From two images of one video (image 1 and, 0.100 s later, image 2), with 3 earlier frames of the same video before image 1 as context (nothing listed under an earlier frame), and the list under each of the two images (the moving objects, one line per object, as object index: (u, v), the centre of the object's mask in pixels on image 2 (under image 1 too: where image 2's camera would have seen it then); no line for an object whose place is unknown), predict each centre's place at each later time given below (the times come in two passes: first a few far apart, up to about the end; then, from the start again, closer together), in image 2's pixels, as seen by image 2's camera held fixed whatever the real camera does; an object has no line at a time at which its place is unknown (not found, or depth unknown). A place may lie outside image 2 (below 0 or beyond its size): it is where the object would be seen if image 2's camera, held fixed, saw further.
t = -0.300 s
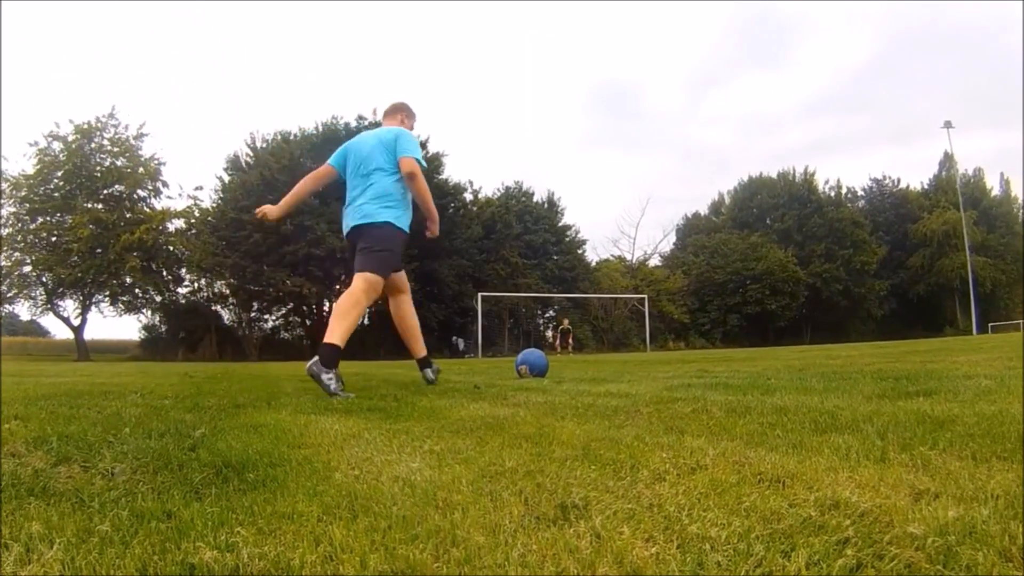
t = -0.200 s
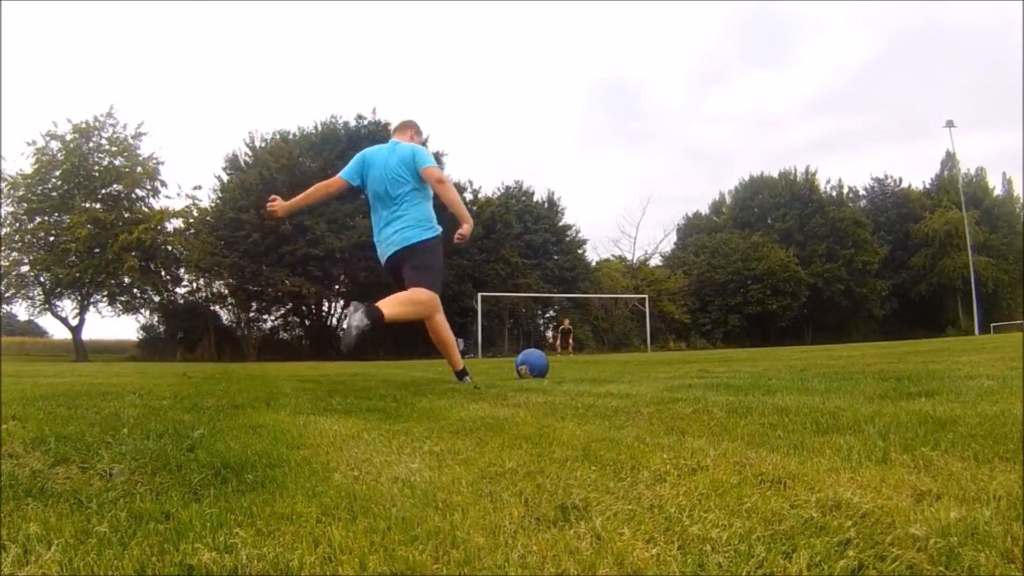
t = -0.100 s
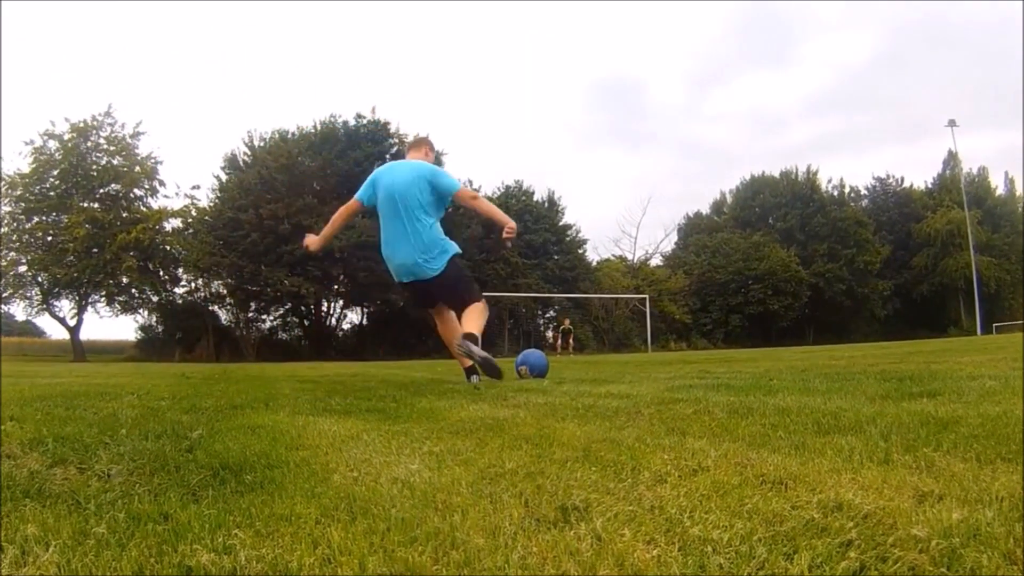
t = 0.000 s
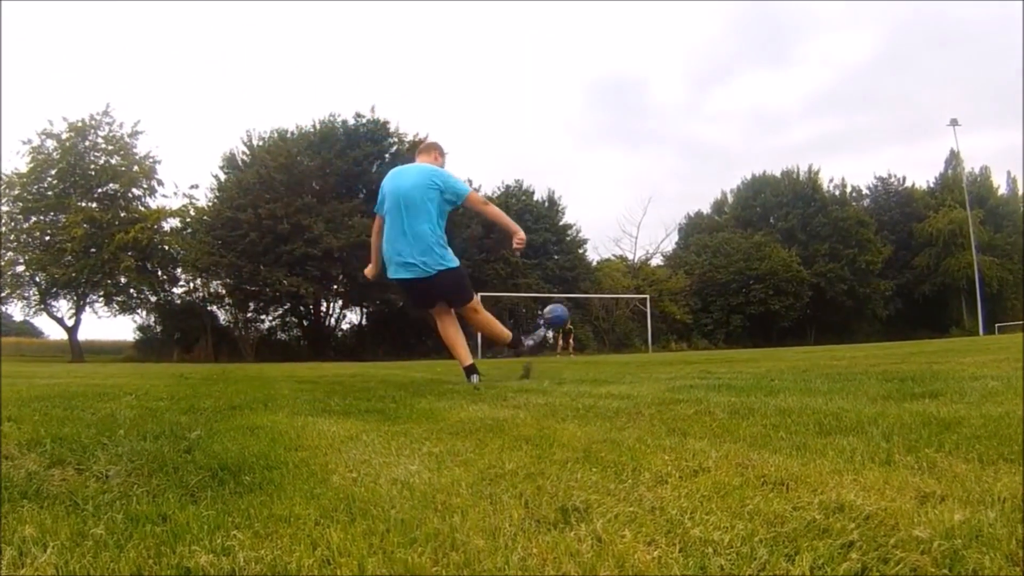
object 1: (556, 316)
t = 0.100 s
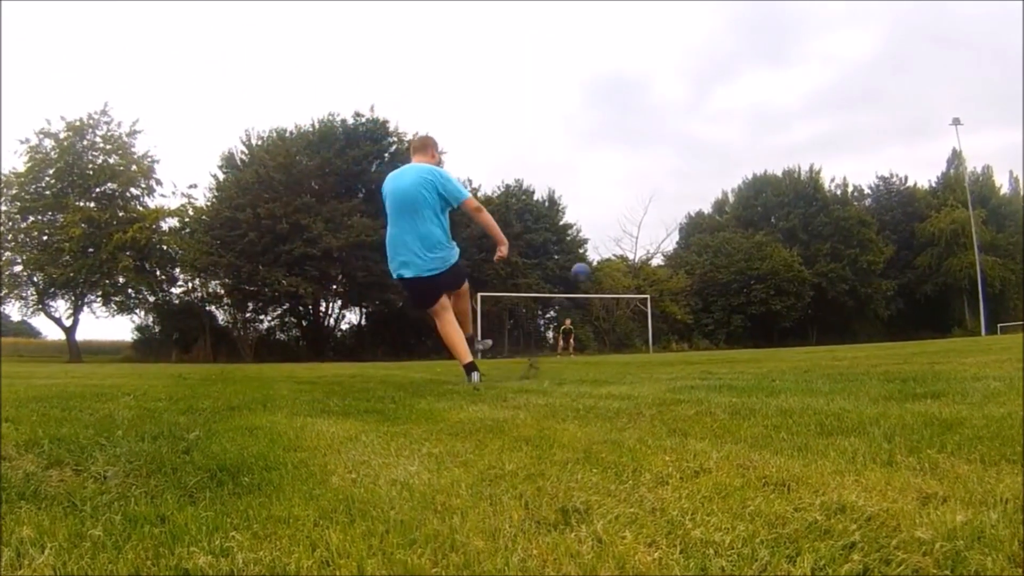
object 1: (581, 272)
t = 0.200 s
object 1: (595, 251)
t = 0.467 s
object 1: (619, 233)
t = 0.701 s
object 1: (631, 238)
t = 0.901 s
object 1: (640, 252)
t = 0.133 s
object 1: (586, 263)
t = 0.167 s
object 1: (591, 256)
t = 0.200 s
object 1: (595, 251)
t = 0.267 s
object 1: (602, 242)
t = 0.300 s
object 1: (606, 239)
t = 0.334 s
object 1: (608, 237)
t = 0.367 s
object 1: (612, 235)
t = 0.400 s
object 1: (614, 234)
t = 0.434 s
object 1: (617, 234)
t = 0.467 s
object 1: (619, 233)
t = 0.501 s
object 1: (621, 233)
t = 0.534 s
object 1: (623, 233)
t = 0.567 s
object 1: (625, 234)
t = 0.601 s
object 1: (627, 235)
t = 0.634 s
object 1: (628, 235)
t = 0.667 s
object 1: (630, 237)
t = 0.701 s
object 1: (631, 238)
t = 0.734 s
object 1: (633, 240)
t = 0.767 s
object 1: (635, 242)
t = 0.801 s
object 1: (636, 244)
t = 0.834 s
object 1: (637, 247)
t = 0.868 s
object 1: (638, 249)
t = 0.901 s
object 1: (640, 252)
